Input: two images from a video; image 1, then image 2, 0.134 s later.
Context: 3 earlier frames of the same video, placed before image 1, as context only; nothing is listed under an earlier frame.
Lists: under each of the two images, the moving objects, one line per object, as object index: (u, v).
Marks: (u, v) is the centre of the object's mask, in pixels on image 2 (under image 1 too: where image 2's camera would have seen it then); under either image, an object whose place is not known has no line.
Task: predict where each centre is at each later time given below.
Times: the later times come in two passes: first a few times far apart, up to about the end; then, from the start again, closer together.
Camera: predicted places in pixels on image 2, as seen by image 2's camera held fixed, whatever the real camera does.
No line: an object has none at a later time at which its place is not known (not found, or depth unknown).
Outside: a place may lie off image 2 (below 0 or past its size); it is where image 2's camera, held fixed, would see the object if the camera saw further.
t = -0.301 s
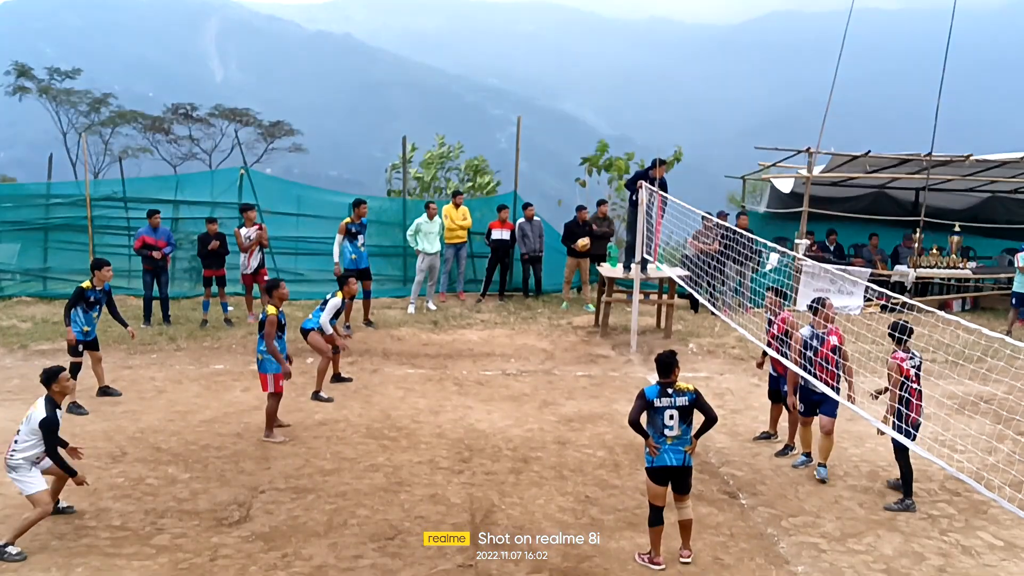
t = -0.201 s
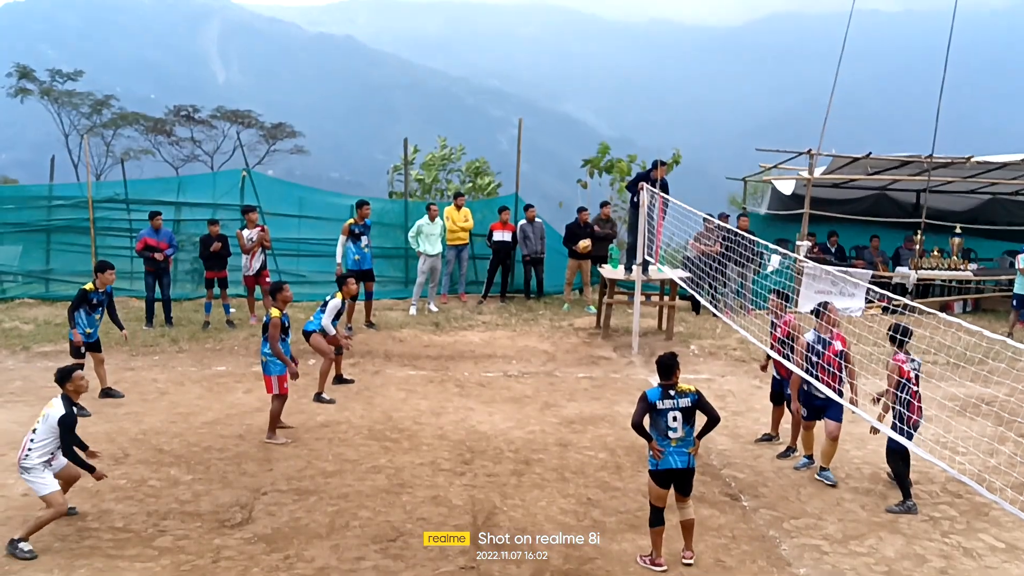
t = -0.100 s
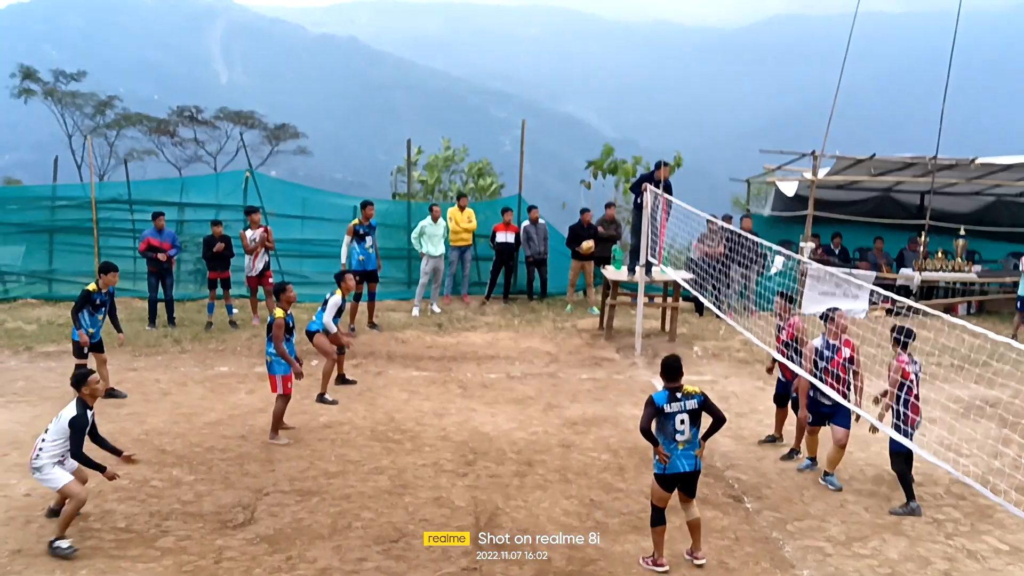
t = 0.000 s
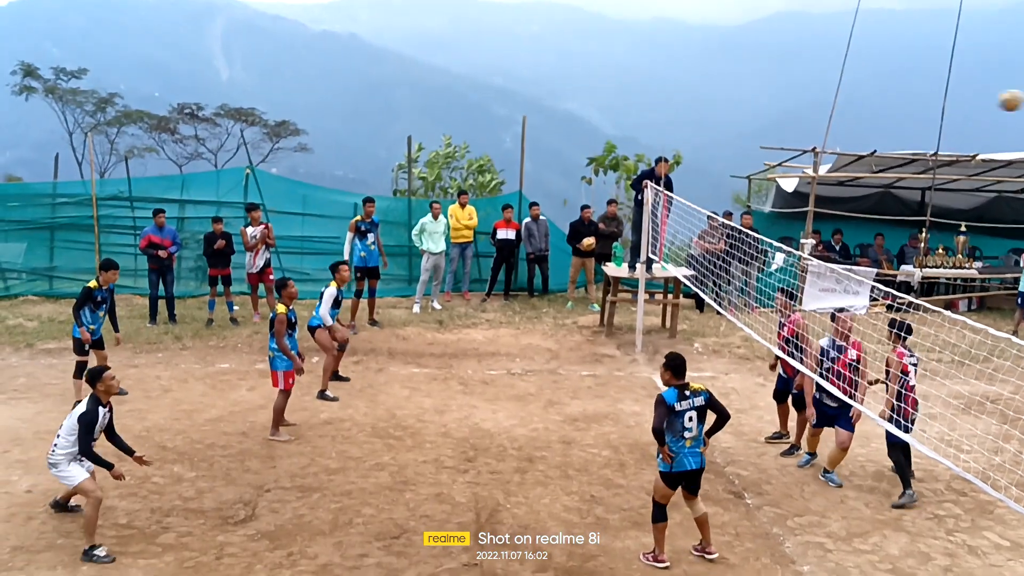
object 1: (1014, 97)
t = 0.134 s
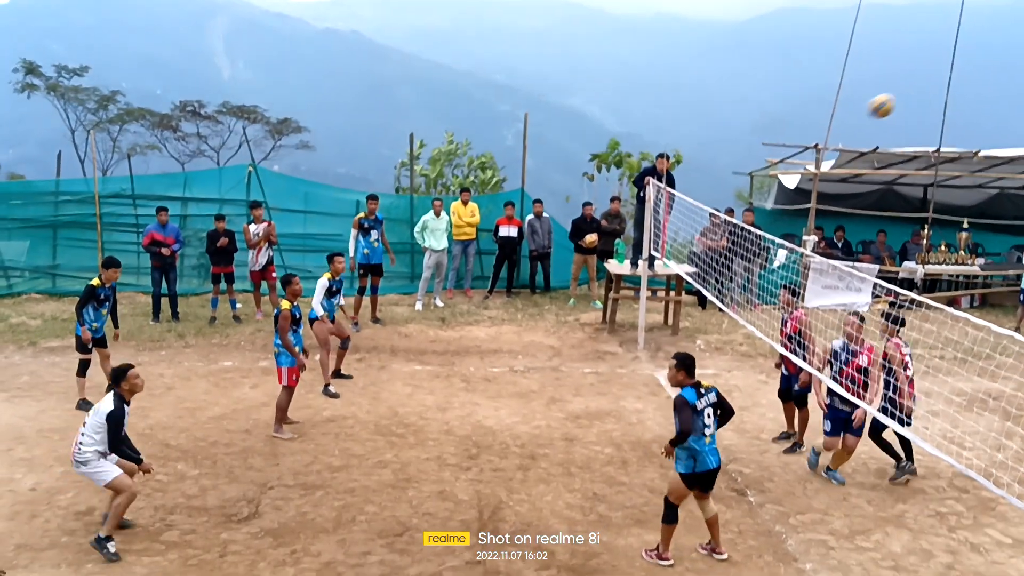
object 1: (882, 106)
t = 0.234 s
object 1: (771, 129)
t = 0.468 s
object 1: (491, 238)
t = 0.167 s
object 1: (845, 112)
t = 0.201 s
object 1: (807, 120)
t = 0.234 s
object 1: (771, 129)
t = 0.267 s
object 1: (734, 140)
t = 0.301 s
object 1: (695, 152)
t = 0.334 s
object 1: (656, 165)
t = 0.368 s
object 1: (617, 181)
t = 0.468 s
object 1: (491, 238)
